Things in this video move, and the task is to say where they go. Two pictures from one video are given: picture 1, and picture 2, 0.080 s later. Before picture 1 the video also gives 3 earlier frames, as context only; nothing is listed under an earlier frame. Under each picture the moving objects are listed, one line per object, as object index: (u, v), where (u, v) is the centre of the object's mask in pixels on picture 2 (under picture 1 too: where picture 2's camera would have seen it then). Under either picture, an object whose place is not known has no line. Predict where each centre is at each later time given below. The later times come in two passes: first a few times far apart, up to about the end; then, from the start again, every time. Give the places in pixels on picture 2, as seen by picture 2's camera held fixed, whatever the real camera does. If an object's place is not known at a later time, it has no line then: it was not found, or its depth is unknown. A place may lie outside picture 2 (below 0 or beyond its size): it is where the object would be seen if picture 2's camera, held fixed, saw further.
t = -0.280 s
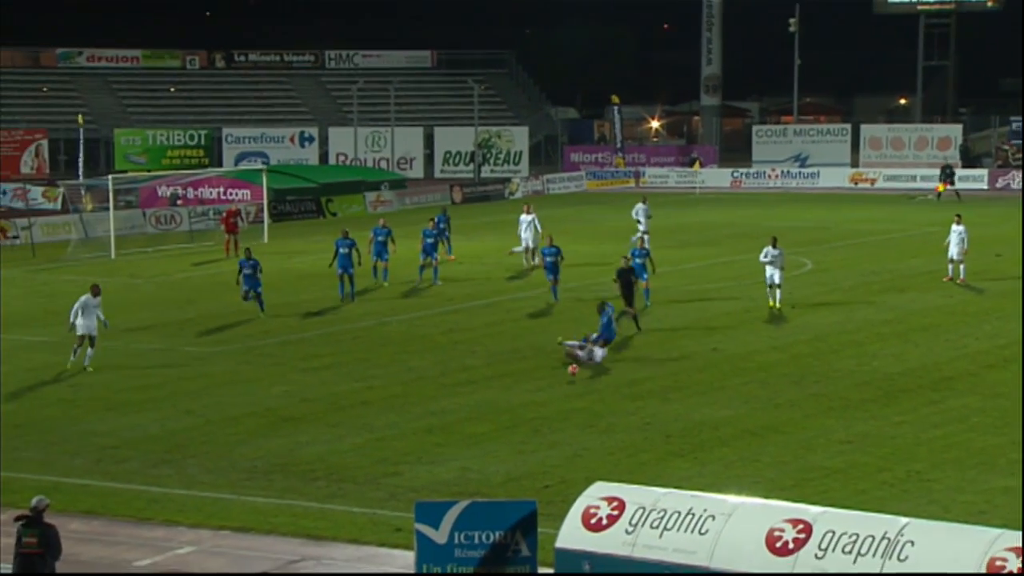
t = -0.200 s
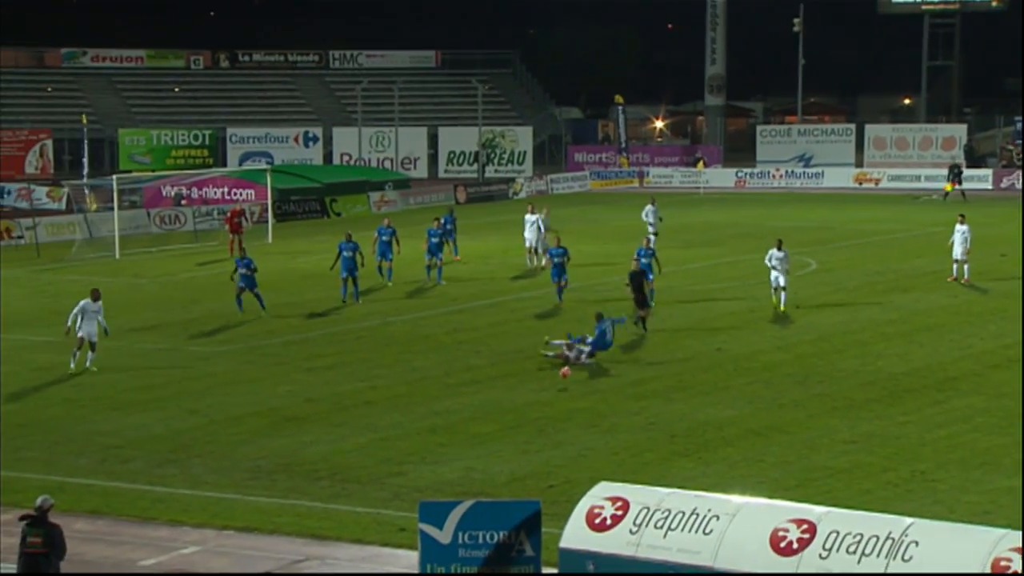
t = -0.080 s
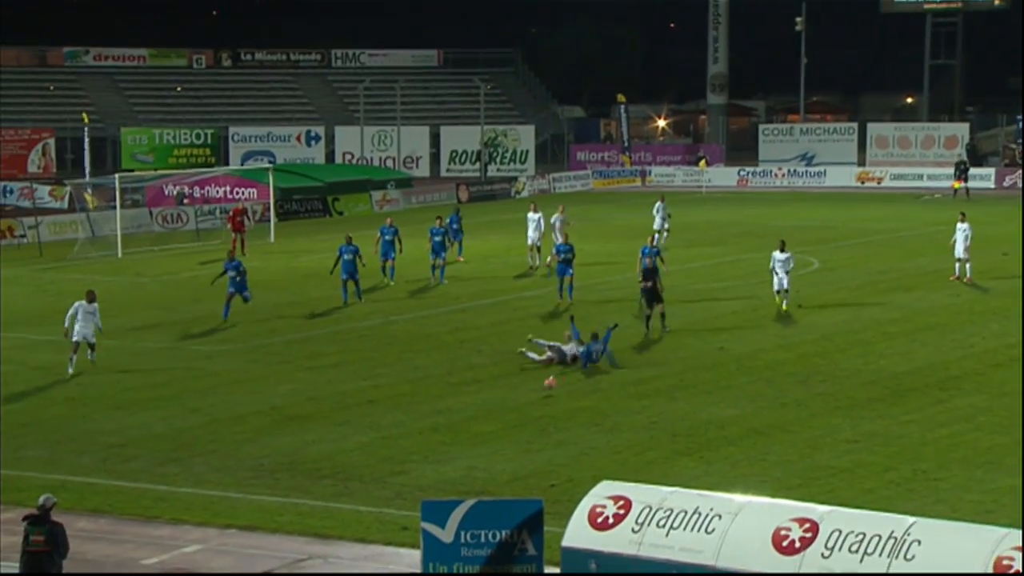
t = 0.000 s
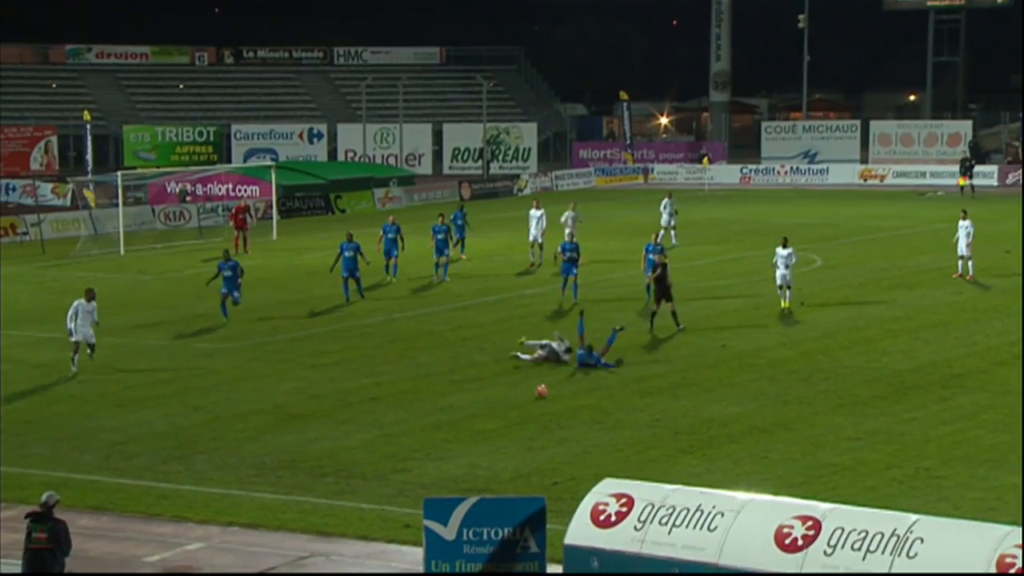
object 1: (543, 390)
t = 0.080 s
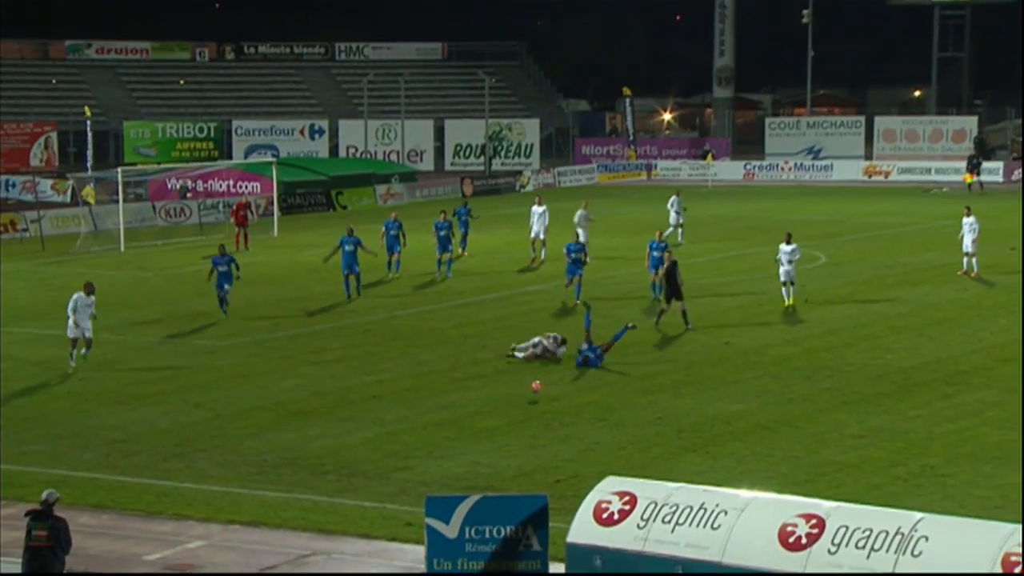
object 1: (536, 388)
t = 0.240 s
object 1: (521, 396)
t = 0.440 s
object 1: (504, 414)
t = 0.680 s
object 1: (486, 433)
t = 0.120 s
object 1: (532, 388)
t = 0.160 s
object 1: (528, 391)
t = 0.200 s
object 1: (525, 393)
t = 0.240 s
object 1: (521, 396)
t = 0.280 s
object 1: (518, 403)
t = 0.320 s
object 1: (513, 410)
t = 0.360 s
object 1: (510, 415)
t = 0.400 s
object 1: (506, 417)
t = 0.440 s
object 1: (504, 414)
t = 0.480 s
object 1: (501, 414)
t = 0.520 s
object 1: (498, 415)
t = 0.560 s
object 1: (495, 418)
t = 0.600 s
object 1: (492, 421)
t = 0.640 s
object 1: (490, 427)
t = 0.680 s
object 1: (486, 433)
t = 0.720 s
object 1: (484, 436)
